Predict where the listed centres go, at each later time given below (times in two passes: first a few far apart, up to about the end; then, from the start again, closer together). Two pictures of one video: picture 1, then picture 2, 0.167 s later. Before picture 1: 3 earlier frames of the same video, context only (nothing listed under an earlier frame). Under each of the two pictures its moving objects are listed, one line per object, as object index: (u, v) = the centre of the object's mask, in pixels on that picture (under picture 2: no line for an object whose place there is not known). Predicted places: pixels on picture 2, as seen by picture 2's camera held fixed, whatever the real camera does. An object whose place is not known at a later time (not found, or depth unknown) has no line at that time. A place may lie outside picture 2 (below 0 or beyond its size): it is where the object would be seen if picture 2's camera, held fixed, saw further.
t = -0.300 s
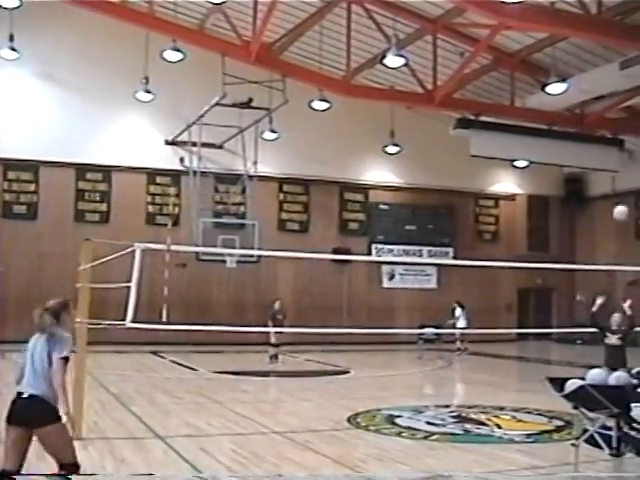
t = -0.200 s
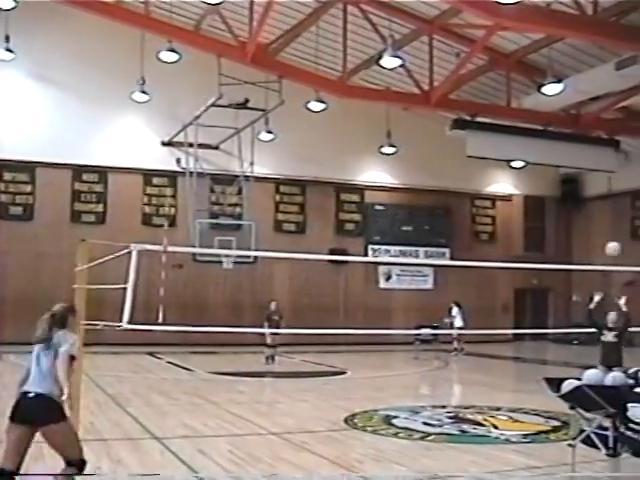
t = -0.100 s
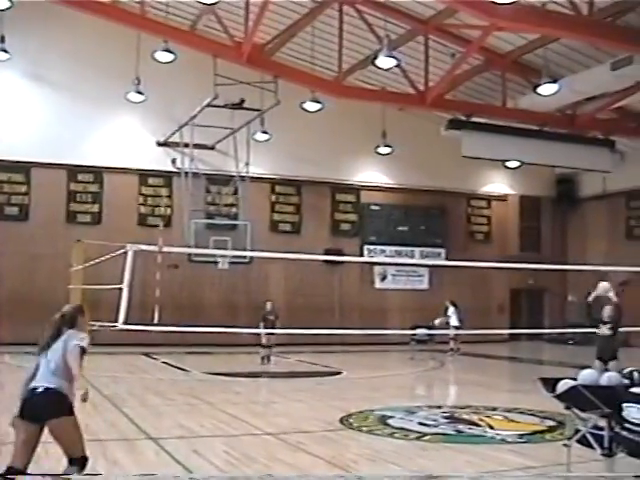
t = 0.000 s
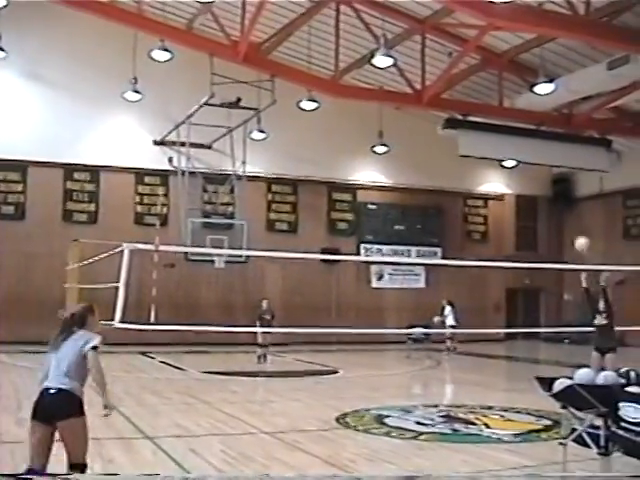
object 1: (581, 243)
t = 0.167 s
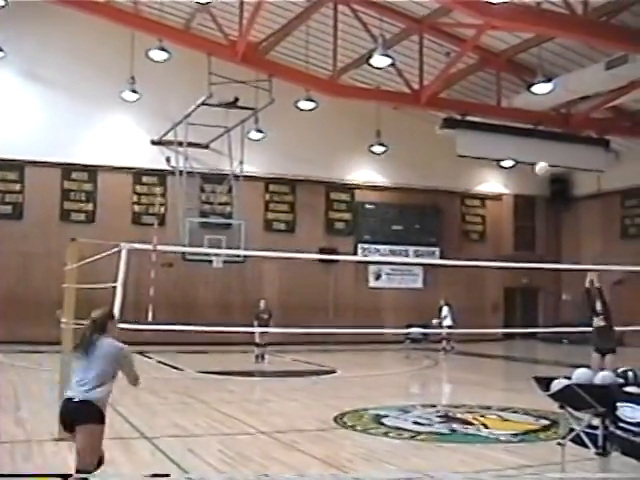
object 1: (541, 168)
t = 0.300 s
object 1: (512, 123)
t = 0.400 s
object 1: (489, 95)
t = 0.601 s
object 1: (443, 63)
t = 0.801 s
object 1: (395, 57)
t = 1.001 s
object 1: (344, 87)
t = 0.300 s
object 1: (512, 123)
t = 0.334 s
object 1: (504, 112)
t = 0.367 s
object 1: (497, 103)
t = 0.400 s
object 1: (489, 95)
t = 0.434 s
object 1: (481, 88)
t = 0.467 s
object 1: (474, 81)
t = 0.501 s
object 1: (465, 75)
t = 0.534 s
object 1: (459, 70)
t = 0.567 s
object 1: (452, 66)
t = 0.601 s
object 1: (443, 63)
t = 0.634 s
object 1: (435, 60)
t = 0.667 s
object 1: (426, 57)
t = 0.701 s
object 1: (418, 57)
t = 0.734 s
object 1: (410, 55)
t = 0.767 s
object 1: (403, 56)
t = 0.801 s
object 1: (395, 57)
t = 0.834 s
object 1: (387, 59)
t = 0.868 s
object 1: (375, 64)
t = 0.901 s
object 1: (367, 68)
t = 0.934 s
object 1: (359, 73)
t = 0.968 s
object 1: (352, 80)
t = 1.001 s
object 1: (344, 87)
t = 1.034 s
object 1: (334, 93)
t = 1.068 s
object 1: (325, 101)
